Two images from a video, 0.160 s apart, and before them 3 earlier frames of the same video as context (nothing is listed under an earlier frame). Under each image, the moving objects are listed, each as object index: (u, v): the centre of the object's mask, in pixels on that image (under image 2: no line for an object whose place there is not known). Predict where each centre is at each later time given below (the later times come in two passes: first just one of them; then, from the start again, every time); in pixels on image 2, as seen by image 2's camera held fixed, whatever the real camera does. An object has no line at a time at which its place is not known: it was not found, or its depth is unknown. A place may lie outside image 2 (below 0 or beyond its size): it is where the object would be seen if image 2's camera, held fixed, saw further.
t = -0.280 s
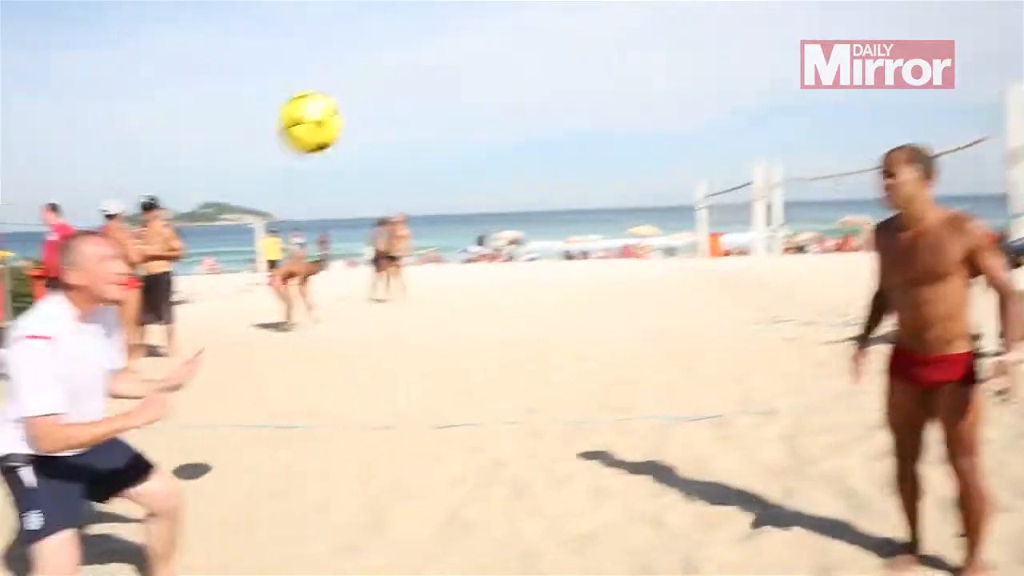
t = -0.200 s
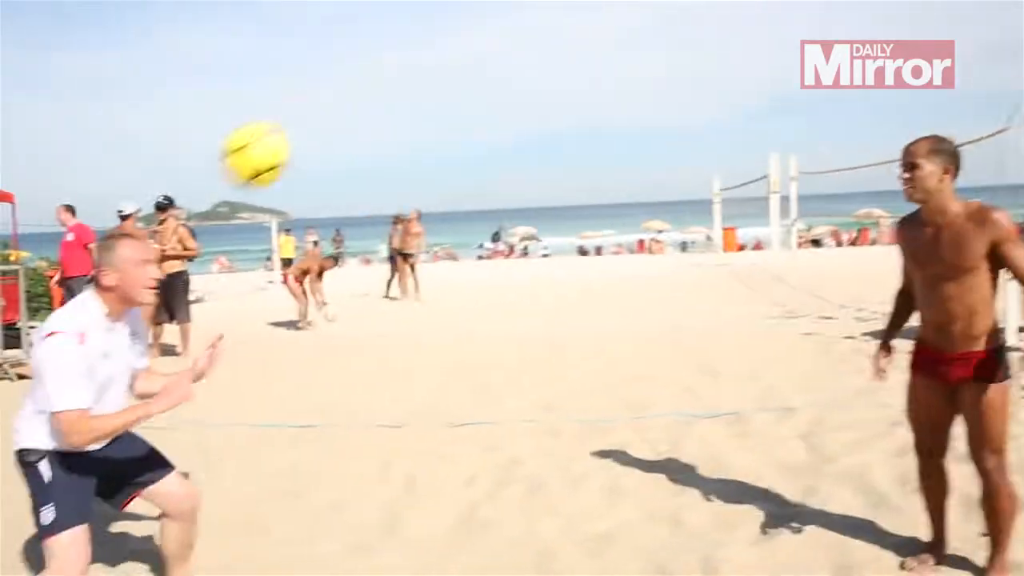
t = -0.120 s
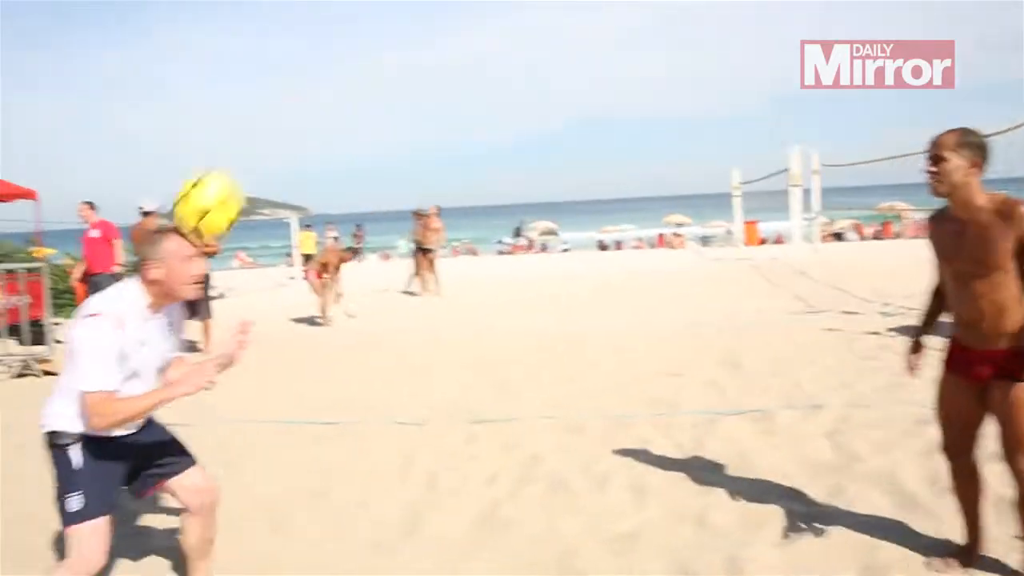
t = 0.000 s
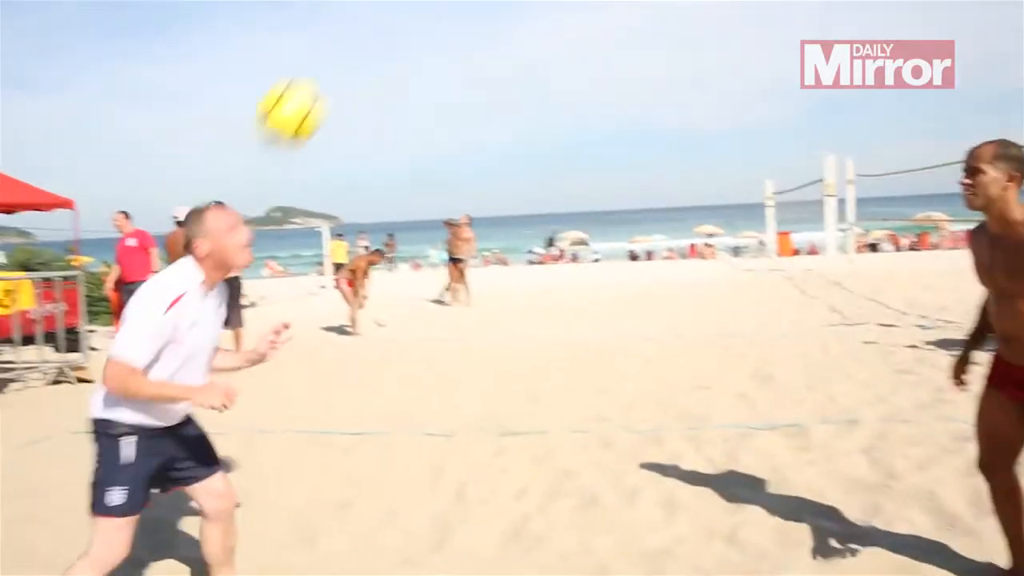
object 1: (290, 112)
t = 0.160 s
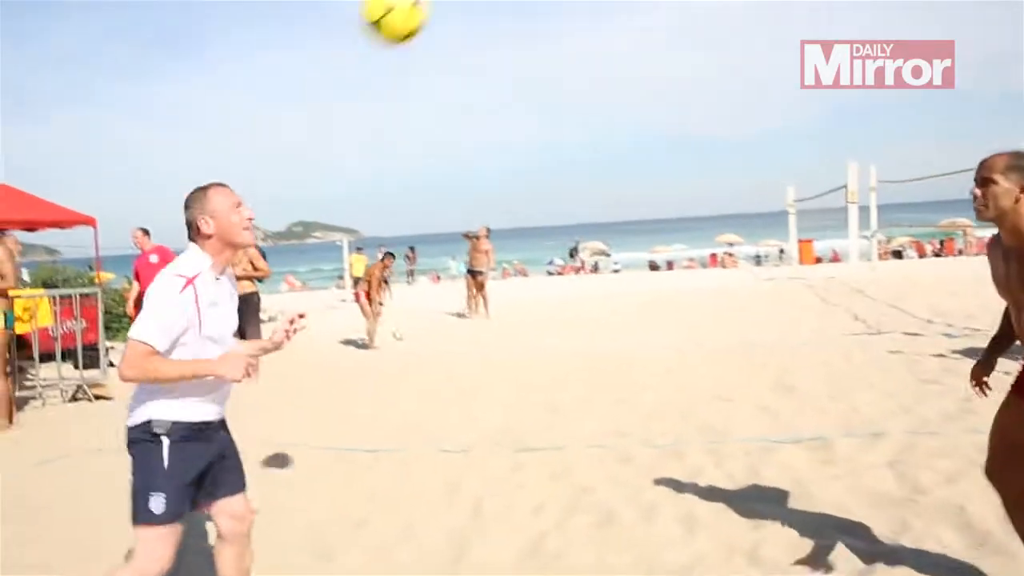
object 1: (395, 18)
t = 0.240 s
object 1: (442, 1)
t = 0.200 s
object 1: (418, 10)
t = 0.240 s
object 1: (442, 1)
